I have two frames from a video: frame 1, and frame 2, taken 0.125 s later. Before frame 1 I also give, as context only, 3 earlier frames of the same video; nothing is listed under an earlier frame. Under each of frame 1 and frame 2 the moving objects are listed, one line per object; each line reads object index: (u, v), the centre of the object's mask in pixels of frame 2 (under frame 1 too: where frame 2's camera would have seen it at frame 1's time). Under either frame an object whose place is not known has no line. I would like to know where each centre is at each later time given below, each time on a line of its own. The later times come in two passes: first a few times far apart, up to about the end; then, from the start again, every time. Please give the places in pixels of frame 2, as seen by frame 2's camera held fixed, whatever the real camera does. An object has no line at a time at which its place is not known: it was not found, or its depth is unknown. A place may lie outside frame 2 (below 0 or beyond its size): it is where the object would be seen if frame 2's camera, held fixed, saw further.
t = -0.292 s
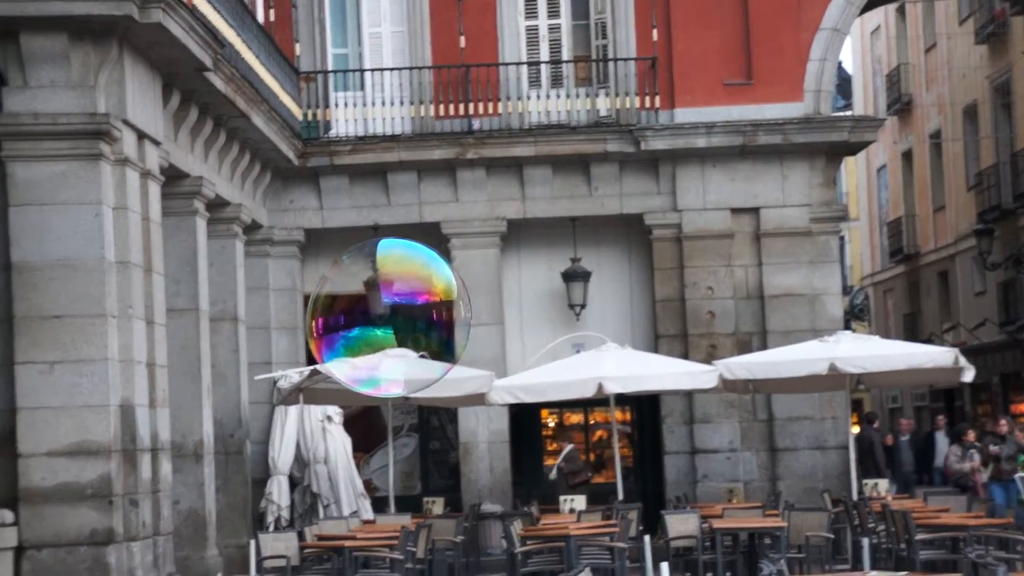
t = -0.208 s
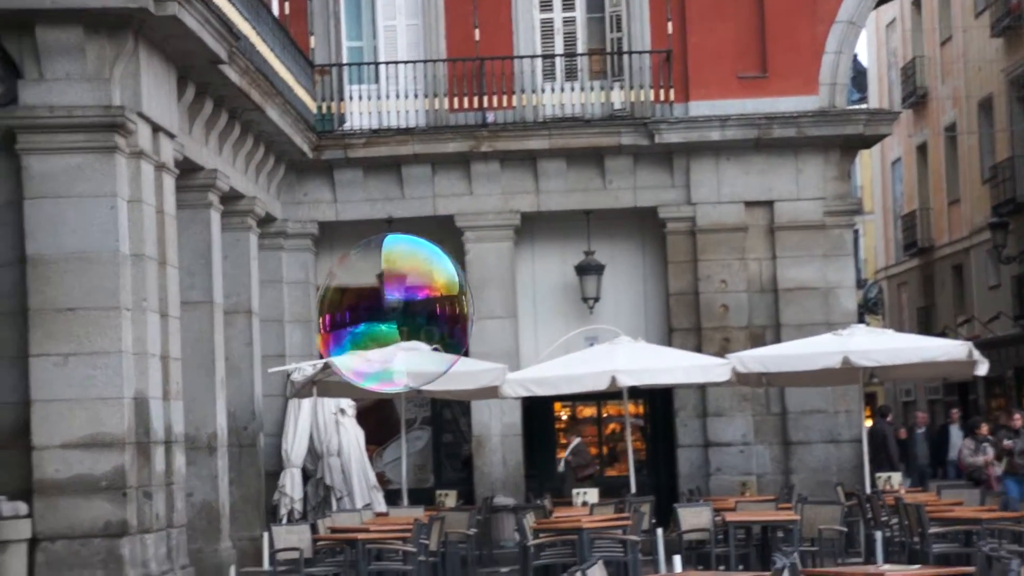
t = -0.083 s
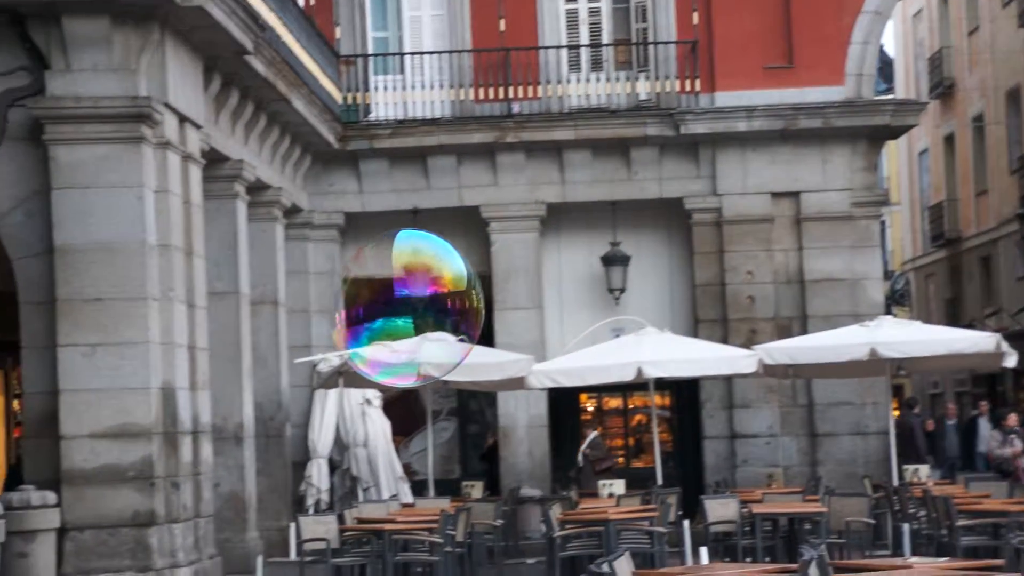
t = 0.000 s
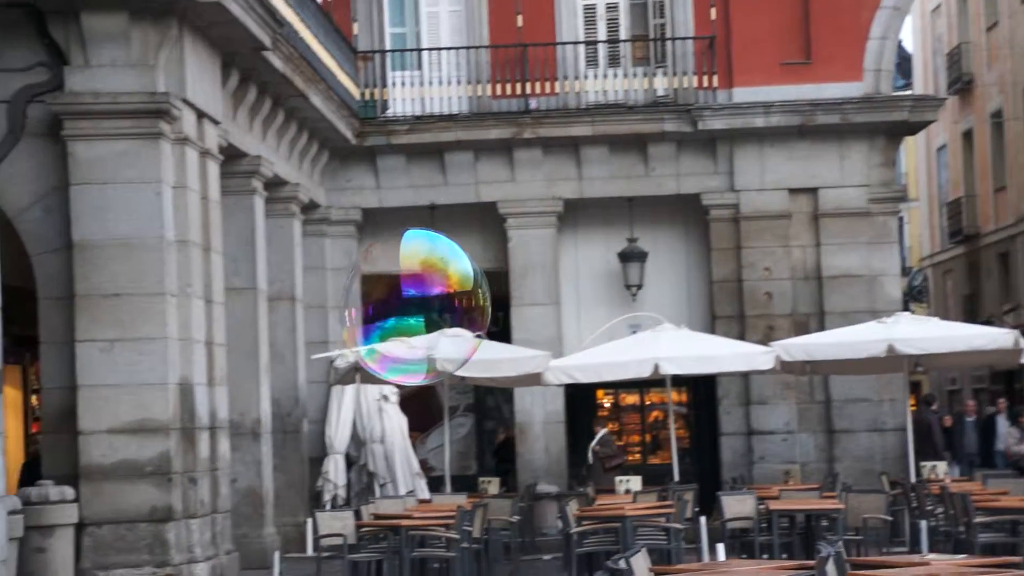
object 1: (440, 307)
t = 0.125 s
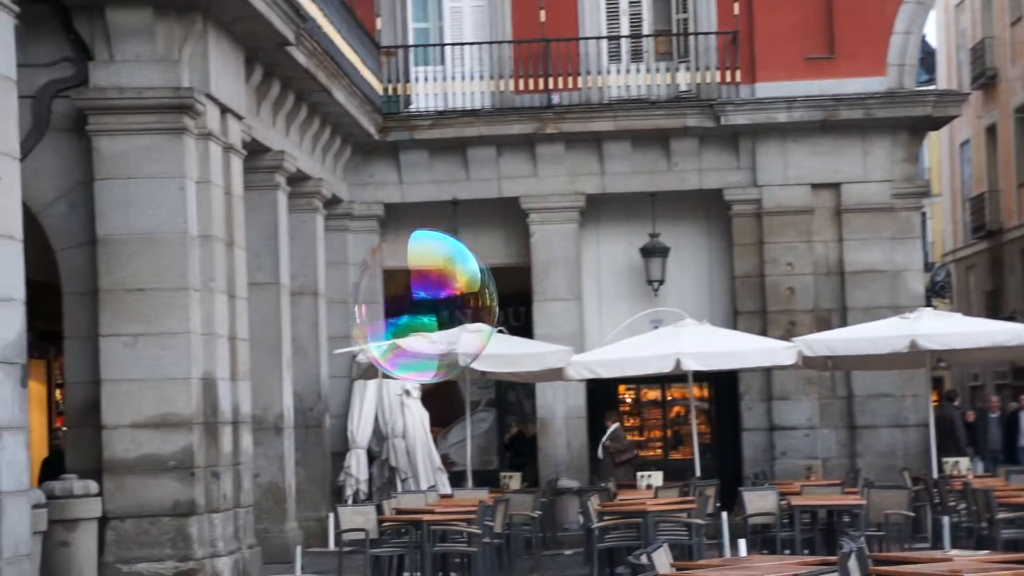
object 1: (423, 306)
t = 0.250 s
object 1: (410, 310)
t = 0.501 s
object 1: (384, 317)
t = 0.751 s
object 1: (359, 326)
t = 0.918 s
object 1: (344, 332)
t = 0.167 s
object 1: (419, 307)
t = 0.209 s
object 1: (414, 309)
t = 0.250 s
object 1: (410, 310)
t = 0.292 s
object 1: (405, 312)
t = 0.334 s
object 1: (400, 313)
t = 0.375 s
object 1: (396, 314)
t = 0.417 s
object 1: (392, 315)
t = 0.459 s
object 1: (388, 316)
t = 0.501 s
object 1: (384, 317)
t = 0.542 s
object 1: (380, 319)
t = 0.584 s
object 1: (376, 320)
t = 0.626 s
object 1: (372, 322)
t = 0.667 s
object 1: (367, 323)
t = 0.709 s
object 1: (364, 325)
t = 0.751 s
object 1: (359, 326)
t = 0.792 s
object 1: (356, 328)
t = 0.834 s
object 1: (352, 329)
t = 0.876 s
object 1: (347, 331)
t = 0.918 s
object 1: (344, 332)
